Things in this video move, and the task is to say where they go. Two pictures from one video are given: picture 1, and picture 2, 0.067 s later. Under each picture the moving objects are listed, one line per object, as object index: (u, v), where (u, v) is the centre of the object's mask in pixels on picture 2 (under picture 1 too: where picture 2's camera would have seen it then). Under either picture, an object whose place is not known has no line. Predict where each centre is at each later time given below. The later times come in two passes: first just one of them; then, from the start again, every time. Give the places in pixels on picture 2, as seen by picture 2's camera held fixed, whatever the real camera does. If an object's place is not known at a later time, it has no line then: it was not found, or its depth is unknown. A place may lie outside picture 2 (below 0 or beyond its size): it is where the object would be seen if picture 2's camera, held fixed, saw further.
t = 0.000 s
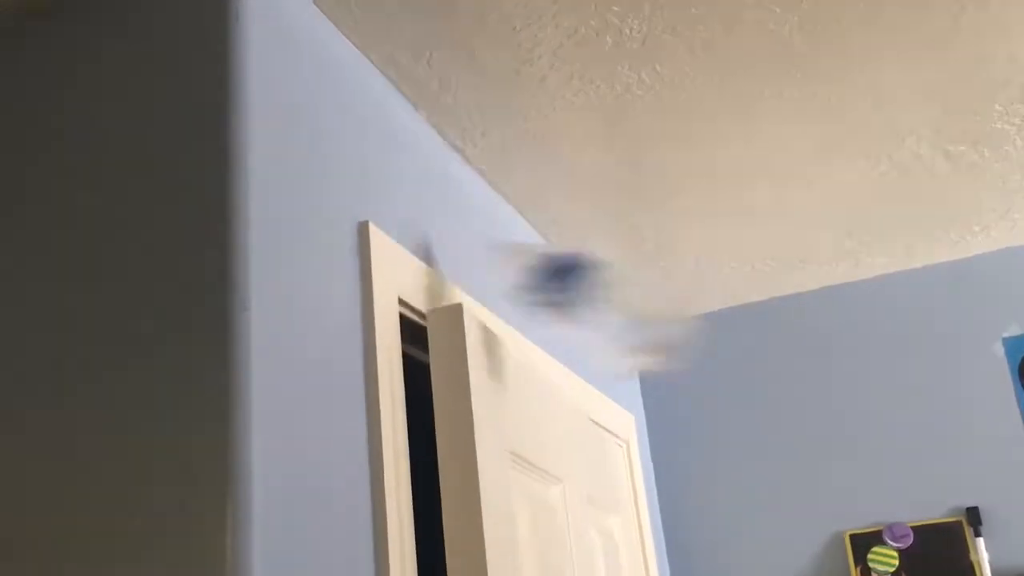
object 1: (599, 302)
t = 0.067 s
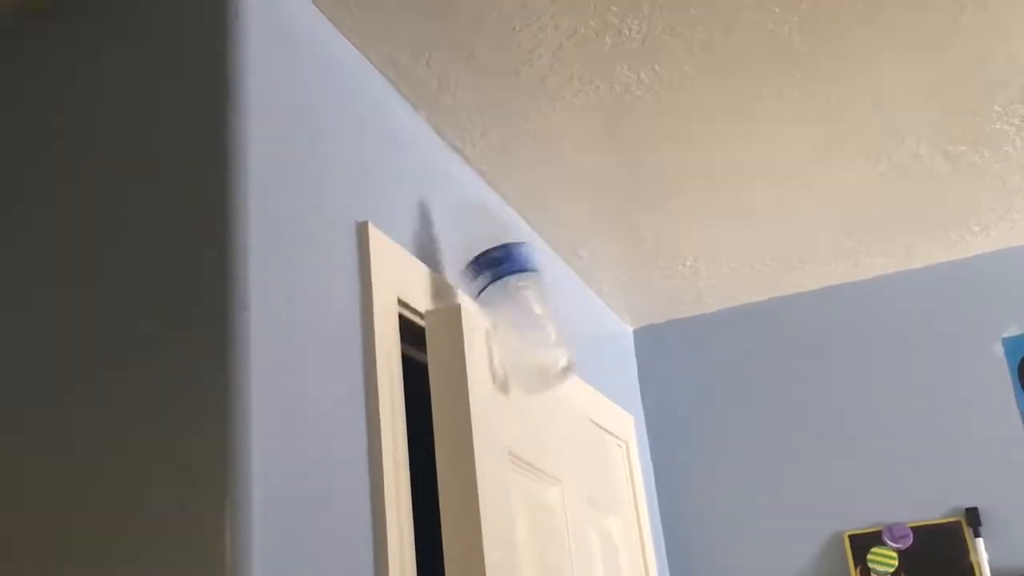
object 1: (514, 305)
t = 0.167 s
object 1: (567, 308)
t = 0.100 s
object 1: (531, 313)
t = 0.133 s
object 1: (548, 302)
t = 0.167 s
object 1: (567, 308)
